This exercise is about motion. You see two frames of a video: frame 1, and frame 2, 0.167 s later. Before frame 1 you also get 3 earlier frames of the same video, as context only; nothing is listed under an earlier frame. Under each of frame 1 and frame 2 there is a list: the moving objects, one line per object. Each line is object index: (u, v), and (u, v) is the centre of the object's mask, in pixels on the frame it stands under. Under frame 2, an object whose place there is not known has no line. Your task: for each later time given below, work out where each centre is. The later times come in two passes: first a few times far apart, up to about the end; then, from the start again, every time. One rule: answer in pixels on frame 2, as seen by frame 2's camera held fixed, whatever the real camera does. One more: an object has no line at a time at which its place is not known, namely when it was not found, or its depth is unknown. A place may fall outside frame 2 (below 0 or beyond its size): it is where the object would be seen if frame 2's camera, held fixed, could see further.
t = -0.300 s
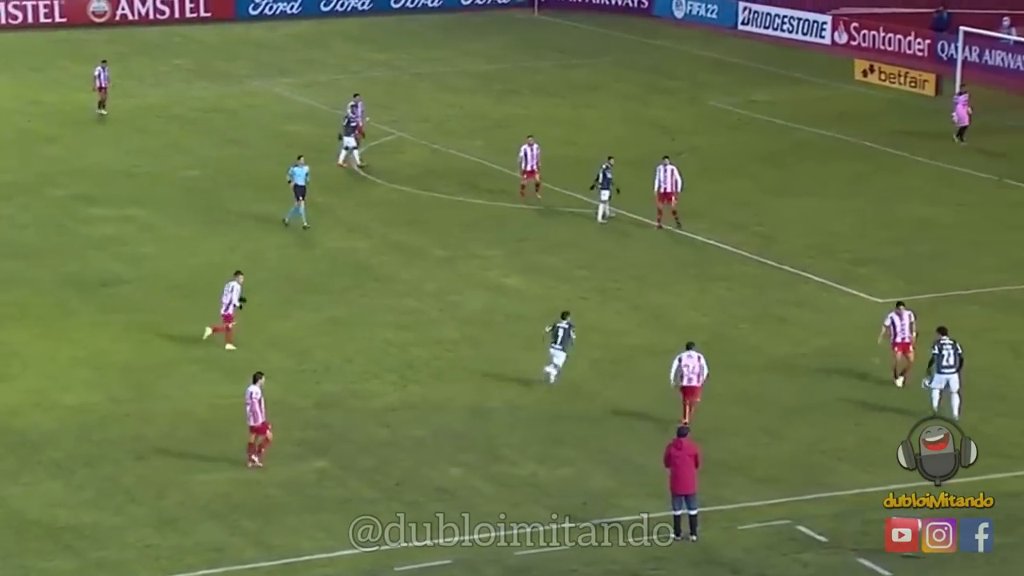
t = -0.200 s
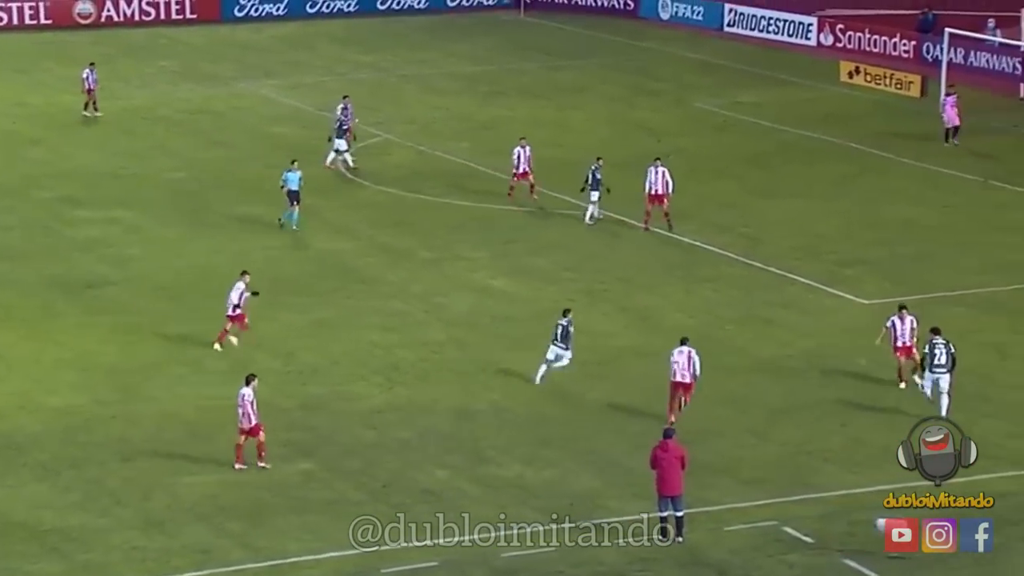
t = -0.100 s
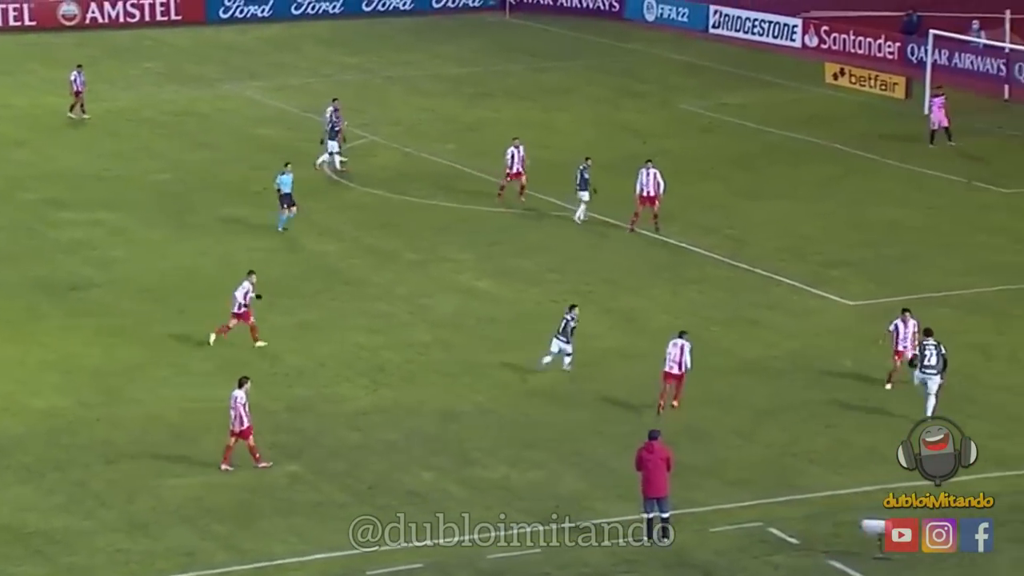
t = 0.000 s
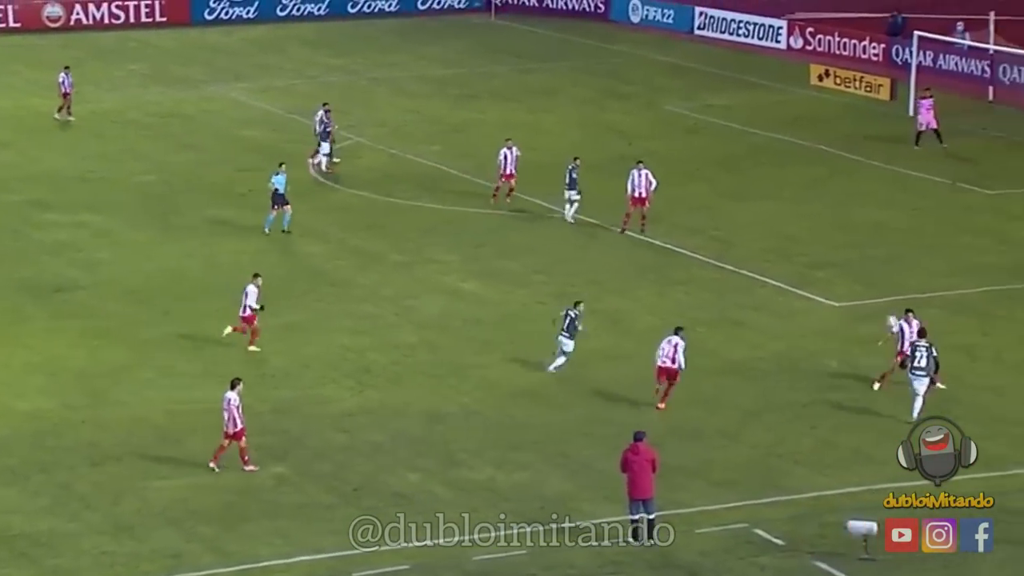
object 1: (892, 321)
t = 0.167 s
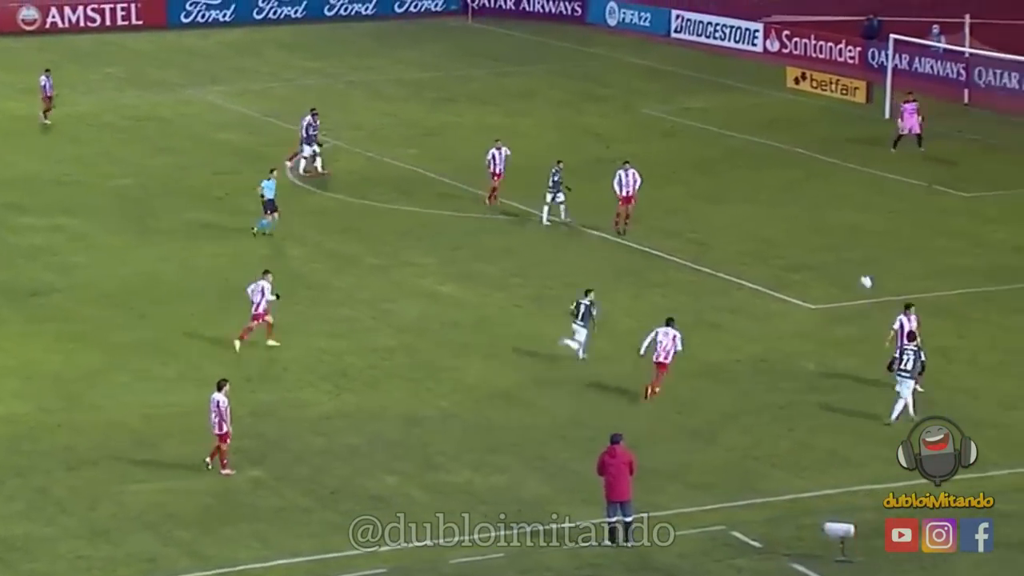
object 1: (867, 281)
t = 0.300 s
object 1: (864, 259)
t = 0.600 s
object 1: (857, 244)
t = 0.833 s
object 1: (851, 263)
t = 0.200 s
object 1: (866, 274)
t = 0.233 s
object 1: (865, 268)
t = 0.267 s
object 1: (864, 263)
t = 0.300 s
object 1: (864, 259)
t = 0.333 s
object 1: (862, 255)
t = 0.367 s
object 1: (861, 252)
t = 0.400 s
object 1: (861, 249)
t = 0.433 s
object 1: (859, 247)
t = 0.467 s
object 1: (859, 245)
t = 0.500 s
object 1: (858, 244)
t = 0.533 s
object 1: (859, 243)
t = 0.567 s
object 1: (858, 243)
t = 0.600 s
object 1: (857, 244)
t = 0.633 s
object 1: (856, 245)
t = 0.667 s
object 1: (856, 247)
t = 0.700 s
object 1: (855, 249)
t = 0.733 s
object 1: (854, 251)
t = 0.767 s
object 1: (853, 255)
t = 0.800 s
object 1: (853, 258)
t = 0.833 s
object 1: (851, 263)
